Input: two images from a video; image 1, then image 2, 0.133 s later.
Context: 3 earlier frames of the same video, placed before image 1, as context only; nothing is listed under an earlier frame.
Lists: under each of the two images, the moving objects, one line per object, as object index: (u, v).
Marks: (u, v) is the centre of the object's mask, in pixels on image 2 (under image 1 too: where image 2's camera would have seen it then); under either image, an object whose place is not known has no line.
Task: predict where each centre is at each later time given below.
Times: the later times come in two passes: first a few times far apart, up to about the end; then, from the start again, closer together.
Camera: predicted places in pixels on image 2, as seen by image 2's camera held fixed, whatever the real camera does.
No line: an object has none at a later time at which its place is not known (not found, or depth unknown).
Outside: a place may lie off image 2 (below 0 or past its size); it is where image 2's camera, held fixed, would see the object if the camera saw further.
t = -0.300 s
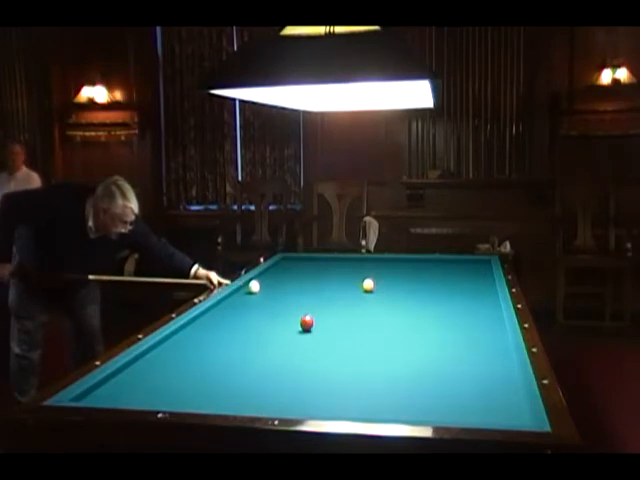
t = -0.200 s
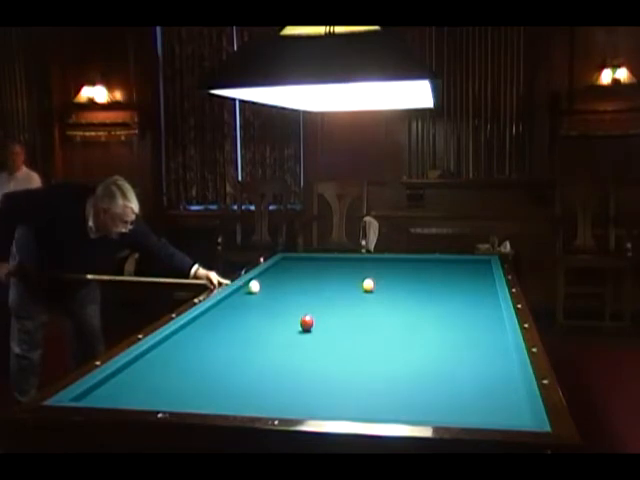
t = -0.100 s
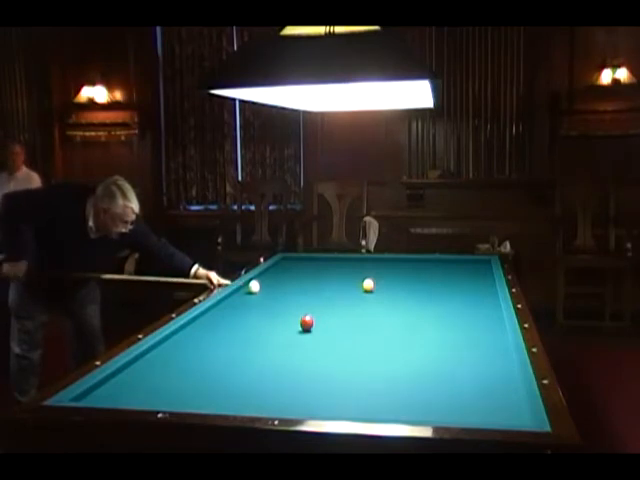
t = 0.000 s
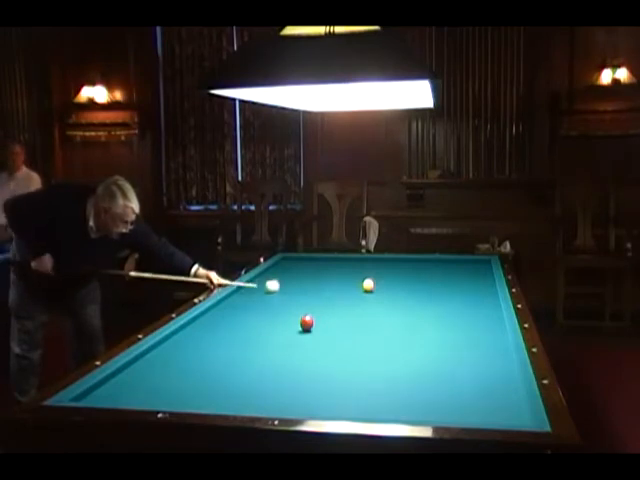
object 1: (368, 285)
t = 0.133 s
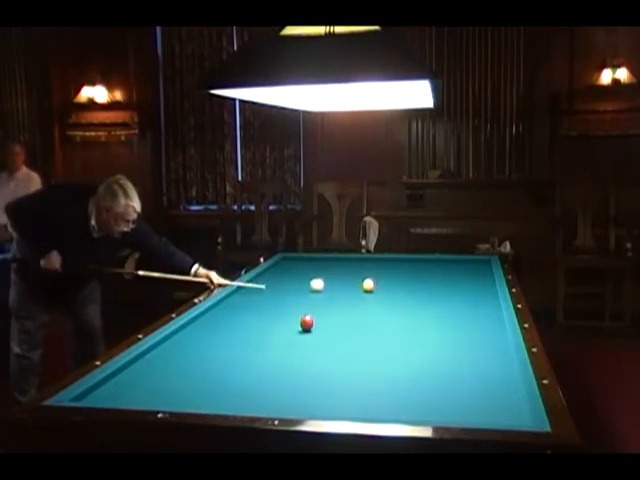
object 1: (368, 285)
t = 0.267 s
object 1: (368, 285)
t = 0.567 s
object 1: (398, 291)
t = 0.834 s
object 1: (423, 296)
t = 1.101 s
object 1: (449, 301)
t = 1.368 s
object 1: (476, 306)
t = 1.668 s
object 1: (488, 311)
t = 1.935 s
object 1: (473, 314)
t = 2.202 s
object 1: (458, 317)
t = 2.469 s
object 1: (444, 320)
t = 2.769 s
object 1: (427, 323)
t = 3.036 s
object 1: (413, 326)
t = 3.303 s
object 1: (398, 330)
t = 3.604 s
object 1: (382, 333)
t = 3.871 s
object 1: (367, 336)
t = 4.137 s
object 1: (353, 338)
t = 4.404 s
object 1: (339, 341)
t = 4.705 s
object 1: (324, 345)
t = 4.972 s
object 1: (311, 348)
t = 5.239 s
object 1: (298, 350)
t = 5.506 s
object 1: (286, 352)
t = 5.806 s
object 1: (273, 355)
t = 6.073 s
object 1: (261, 358)
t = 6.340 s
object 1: (251, 360)
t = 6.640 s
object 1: (240, 363)
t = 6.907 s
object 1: (230, 365)
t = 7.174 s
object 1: (221, 367)
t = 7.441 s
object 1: (213, 369)
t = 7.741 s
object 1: (205, 371)
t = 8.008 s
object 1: (198, 373)
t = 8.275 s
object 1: (190, 375)
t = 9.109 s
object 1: (177, 379)
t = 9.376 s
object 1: (174, 379)
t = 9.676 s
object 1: (171, 380)
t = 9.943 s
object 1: (169, 381)
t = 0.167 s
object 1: (368, 285)
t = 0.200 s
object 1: (368, 285)
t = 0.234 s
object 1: (368, 285)
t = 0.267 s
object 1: (368, 285)
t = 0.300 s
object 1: (372, 285)
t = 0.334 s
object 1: (375, 286)
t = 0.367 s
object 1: (379, 287)
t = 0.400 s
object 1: (383, 288)
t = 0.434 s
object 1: (386, 289)
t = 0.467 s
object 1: (389, 289)
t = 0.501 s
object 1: (392, 290)
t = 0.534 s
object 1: (395, 290)
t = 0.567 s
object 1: (398, 291)
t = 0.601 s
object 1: (401, 291)
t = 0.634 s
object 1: (404, 292)
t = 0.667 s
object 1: (407, 293)
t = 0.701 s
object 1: (411, 293)
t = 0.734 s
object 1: (413, 294)
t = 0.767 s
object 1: (417, 295)
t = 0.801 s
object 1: (420, 295)
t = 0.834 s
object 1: (423, 296)
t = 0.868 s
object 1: (426, 296)
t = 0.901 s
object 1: (429, 297)
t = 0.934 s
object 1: (433, 298)
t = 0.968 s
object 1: (436, 298)
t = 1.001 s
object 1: (439, 299)
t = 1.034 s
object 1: (442, 299)
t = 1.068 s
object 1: (446, 300)
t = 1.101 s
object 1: (449, 301)
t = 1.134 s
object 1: (452, 301)
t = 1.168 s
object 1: (456, 302)
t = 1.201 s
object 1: (459, 302)
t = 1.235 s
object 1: (462, 303)
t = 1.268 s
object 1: (465, 304)
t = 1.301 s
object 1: (469, 304)
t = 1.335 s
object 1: (472, 305)
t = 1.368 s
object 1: (476, 306)
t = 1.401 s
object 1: (479, 307)
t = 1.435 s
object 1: (483, 307)
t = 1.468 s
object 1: (486, 308)
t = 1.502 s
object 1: (489, 309)
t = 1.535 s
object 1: (493, 309)
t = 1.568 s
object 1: (494, 310)
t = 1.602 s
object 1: (492, 310)
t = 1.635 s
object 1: (490, 310)
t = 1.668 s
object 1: (488, 311)
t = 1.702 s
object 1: (486, 311)
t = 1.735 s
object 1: (484, 311)
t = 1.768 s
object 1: (482, 312)
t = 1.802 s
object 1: (480, 312)
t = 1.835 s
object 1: (479, 313)
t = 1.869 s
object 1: (477, 313)
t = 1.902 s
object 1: (475, 314)
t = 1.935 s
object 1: (473, 314)
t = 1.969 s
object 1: (471, 314)
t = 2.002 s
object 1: (469, 314)
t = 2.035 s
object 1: (468, 315)
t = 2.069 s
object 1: (466, 315)
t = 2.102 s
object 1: (464, 316)
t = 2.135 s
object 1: (463, 316)
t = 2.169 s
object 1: (460, 316)
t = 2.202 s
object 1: (458, 317)
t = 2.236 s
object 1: (457, 317)
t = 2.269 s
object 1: (455, 317)
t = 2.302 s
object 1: (453, 318)
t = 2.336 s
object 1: (451, 318)
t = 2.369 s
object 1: (449, 319)
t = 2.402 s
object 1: (448, 319)
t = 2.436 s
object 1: (446, 320)
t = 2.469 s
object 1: (444, 320)
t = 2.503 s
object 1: (442, 320)
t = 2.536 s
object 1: (440, 321)
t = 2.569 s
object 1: (438, 321)
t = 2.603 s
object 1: (437, 321)
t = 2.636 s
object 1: (435, 322)
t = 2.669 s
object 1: (433, 322)
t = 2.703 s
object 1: (431, 323)
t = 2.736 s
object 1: (429, 323)
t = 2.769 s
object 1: (427, 323)
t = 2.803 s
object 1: (426, 324)
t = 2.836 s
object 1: (424, 324)
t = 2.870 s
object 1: (422, 324)
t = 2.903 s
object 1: (420, 325)
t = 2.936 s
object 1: (418, 325)
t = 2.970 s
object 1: (416, 326)
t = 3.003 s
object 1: (415, 326)
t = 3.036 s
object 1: (413, 326)
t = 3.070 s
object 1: (411, 327)
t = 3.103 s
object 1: (409, 327)
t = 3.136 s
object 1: (407, 328)
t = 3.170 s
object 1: (406, 328)
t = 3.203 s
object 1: (404, 328)
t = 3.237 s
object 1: (402, 329)
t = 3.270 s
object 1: (400, 329)
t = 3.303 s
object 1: (398, 330)
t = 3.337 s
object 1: (396, 330)
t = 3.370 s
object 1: (395, 330)
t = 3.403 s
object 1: (393, 331)
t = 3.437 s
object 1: (391, 331)
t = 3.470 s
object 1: (389, 331)
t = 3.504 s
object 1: (387, 332)
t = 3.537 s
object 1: (385, 332)
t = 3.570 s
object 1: (384, 333)
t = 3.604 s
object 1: (382, 333)
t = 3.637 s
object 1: (380, 333)
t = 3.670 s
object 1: (378, 333)
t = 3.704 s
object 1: (376, 334)
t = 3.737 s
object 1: (374, 334)
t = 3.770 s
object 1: (373, 334)
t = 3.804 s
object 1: (371, 335)
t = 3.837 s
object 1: (369, 335)
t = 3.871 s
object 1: (367, 336)
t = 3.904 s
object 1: (365, 336)
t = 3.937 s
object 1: (364, 336)
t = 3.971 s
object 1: (362, 337)
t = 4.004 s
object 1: (360, 337)
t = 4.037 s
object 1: (359, 337)
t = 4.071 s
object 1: (357, 338)
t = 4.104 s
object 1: (355, 338)
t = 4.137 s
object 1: (353, 338)
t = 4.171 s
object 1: (351, 339)
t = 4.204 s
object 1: (350, 339)
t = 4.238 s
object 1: (348, 339)
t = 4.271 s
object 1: (346, 340)
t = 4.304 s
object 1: (345, 340)
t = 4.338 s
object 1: (343, 340)
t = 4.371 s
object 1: (341, 341)
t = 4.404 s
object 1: (339, 341)
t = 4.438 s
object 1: (338, 341)
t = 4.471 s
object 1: (336, 342)
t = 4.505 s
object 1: (334, 342)
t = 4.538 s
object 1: (332, 343)
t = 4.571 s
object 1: (331, 343)
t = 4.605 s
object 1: (329, 344)
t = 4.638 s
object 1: (328, 344)
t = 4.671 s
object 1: (326, 344)
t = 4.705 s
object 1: (324, 345)
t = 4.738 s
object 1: (323, 345)
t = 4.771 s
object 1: (321, 346)
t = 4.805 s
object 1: (319, 346)
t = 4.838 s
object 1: (318, 346)
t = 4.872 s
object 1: (316, 347)
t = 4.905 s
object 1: (314, 347)
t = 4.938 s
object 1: (313, 347)
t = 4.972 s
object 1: (311, 348)
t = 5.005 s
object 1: (309, 348)
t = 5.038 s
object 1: (308, 348)
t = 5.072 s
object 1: (306, 349)
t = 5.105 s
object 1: (305, 349)
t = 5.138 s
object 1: (303, 349)
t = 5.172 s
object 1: (302, 349)
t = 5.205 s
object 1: (300, 350)
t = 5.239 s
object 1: (298, 350)
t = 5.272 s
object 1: (297, 350)
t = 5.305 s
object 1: (295, 351)
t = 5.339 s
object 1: (293, 351)
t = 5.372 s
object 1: (292, 351)
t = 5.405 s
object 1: (290, 352)
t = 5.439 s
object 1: (289, 352)
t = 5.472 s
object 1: (288, 352)
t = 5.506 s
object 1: (286, 352)
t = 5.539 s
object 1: (284, 353)
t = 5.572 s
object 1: (283, 353)
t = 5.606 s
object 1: (282, 354)
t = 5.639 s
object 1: (280, 354)
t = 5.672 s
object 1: (279, 354)
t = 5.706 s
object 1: (277, 355)
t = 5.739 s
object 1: (275, 355)
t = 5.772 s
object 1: (274, 355)
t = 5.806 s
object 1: (273, 355)
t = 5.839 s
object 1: (271, 355)
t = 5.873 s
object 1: (270, 356)
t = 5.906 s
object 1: (268, 356)
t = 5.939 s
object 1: (267, 357)
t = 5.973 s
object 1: (266, 357)
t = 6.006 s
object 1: (264, 357)
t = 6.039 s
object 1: (262, 357)
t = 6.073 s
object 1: (261, 358)
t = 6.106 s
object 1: (260, 358)
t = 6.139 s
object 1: (259, 358)
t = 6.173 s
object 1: (257, 359)
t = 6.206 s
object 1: (256, 359)
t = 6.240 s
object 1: (255, 359)
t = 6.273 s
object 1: (253, 359)
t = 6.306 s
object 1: (252, 360)
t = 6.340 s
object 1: (251, 360)
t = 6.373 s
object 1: (249, 360)
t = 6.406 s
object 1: (248, 361)
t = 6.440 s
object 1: (247, 361)
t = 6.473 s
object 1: (246, 361)
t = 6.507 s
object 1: (244, 361)
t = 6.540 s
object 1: (243, 362)
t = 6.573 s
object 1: (242, 362)
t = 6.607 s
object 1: (241, 362)
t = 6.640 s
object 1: (240, 363)
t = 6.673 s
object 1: (238, 363)
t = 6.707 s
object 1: (237, 363)
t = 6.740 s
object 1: (236, 364)
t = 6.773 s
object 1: (235, 364)
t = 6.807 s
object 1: (234, 364)
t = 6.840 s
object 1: (232, 364)
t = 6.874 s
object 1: (231, 364)
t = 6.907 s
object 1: (230, 365)
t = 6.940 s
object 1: (229, 365)
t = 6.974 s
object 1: (228, 365)
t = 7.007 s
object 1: (227, 365)
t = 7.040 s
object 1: (226, 366)
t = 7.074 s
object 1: (224, 366)
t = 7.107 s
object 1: (223, 366)
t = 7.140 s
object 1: (222, 367)
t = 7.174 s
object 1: (221, 367)
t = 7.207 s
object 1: (220, 367)
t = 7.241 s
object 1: (219, 367)
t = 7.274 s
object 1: (218, 368)
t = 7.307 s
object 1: (217, 368)
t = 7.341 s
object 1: (216, 368)
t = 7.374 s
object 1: (215, 368)
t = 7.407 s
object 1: (214, 369)
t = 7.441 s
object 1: (213, 369)
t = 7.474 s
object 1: (212, 369)
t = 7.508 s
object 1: (211, 369)
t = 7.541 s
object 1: (210, 369)
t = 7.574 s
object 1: (209, 370)
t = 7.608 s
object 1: (209, 370)
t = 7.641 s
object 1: (208, 370)
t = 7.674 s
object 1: (207, 370)
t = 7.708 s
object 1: (206, 371)
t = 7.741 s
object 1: (205, 371)
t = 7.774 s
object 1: (204, 371)
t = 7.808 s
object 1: (203, 371)
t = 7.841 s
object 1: (202, 372)
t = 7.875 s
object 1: (201, 372)
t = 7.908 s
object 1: (200, 372)
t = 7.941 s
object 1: (200, 372)
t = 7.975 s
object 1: (199, 372)
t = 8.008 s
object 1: (198, 373)
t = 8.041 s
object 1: (197, 373)
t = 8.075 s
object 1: (196, 373)
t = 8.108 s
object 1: (195, 373)
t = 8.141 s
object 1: (195, 373)
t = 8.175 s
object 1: (194, 373)
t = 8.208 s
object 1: (193, 374)
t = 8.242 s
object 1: (192, 374)
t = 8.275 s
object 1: (190, 375)
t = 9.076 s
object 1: (182, 377)
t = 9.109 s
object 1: (177, 379)
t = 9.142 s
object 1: (176, 378)
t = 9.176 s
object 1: (176, 378)
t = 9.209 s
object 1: (175, 378)
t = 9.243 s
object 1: (175, 379)
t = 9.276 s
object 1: (175, 379)
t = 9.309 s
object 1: (174, 379)
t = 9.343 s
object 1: (174, 379)
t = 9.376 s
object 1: (174, 379)
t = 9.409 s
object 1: (173, 379)
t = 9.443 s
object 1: (173, 379)
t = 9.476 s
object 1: (172, 379)
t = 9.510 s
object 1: (172, 379)
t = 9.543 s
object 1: (172, 379)
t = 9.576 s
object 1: (172, 379)
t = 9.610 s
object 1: (171, 380)
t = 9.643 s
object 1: (171, 380)
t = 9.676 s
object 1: (171, 380)
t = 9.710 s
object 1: (171, 380)
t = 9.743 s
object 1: (170, 380)
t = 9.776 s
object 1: (170, 381)
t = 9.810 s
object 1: (170, 381)
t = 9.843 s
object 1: (170, 381)
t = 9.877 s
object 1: (170, 381)
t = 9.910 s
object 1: (169, 381)
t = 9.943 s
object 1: (169, 381)
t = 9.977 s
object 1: (169, 381)
